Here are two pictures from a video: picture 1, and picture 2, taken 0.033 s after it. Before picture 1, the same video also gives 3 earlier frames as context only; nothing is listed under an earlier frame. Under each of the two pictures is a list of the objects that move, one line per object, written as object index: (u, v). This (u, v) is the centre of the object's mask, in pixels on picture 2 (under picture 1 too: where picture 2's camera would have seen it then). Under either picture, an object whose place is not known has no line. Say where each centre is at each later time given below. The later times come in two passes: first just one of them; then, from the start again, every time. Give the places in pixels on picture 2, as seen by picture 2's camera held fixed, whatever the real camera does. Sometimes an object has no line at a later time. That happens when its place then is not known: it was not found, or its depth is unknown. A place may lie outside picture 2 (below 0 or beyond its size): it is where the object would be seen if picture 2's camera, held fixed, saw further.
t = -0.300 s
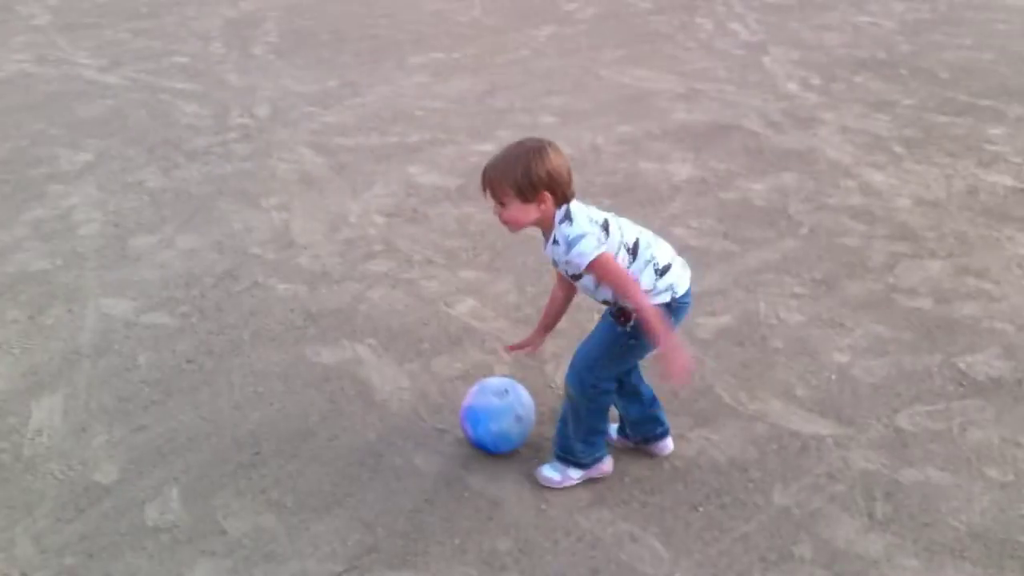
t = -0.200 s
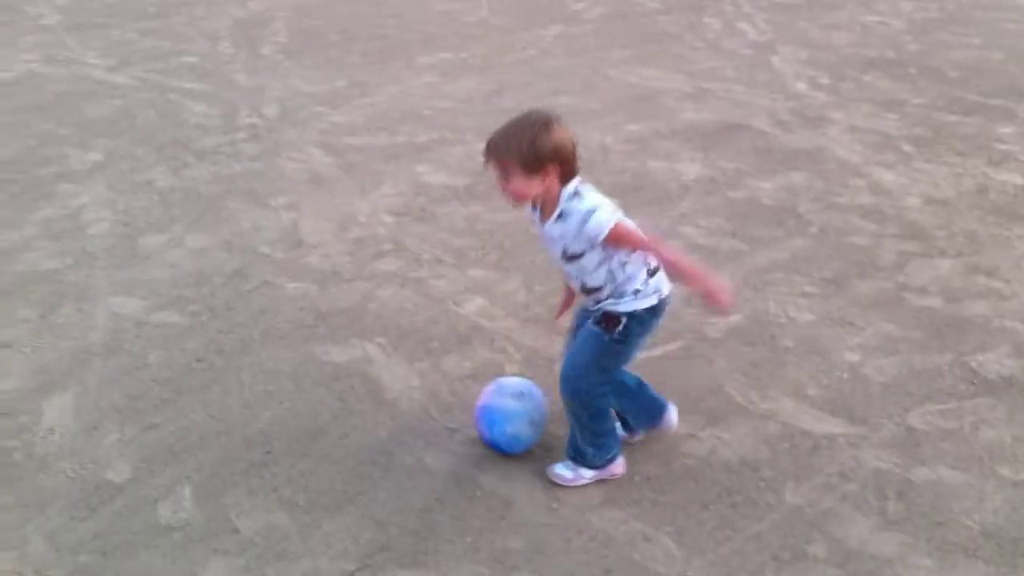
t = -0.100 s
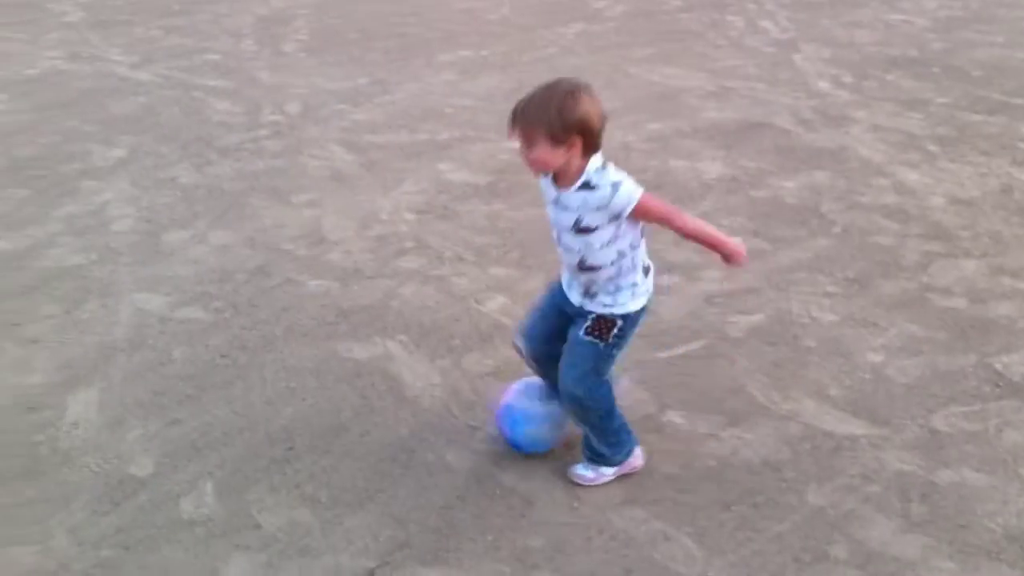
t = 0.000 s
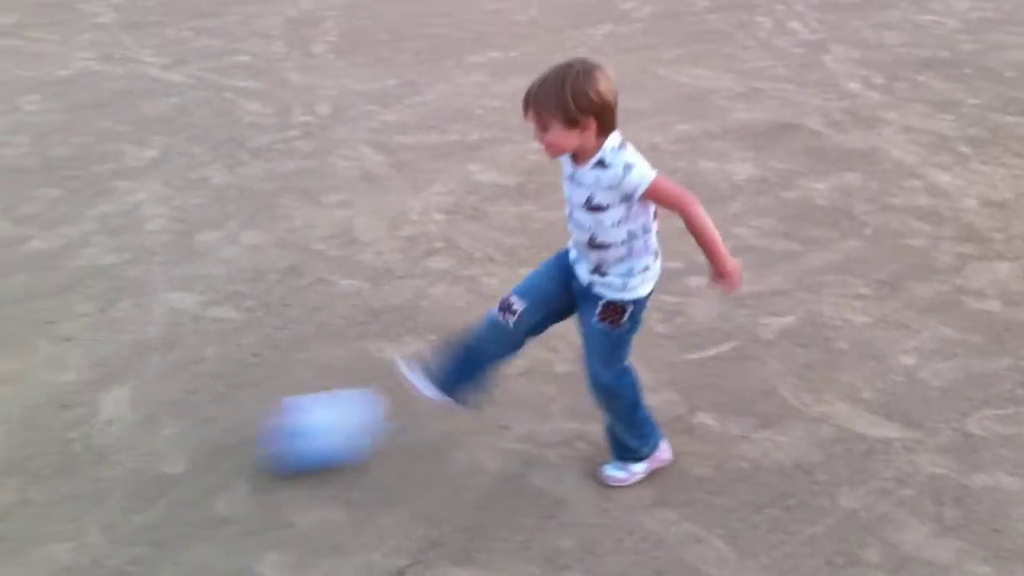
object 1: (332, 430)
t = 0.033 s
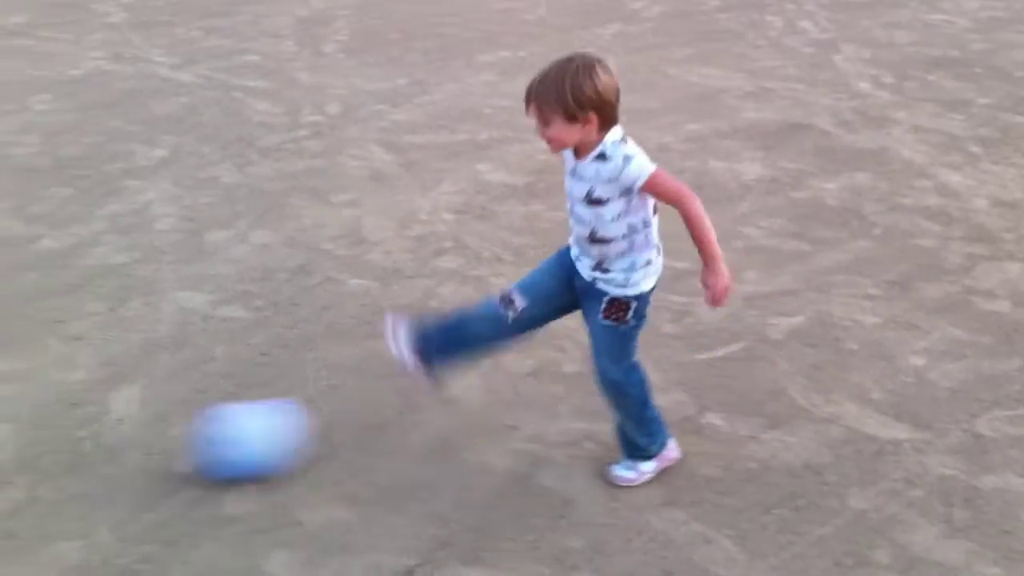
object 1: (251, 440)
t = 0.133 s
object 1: (26, 450)
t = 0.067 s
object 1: (172, 442)
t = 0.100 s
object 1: (98, 445)
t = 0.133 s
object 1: (26, 450)
